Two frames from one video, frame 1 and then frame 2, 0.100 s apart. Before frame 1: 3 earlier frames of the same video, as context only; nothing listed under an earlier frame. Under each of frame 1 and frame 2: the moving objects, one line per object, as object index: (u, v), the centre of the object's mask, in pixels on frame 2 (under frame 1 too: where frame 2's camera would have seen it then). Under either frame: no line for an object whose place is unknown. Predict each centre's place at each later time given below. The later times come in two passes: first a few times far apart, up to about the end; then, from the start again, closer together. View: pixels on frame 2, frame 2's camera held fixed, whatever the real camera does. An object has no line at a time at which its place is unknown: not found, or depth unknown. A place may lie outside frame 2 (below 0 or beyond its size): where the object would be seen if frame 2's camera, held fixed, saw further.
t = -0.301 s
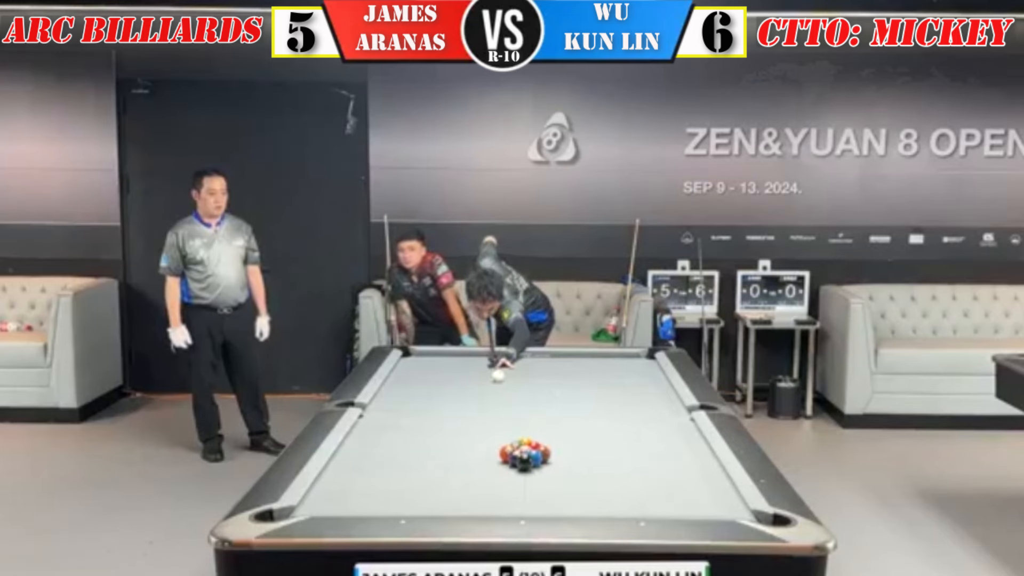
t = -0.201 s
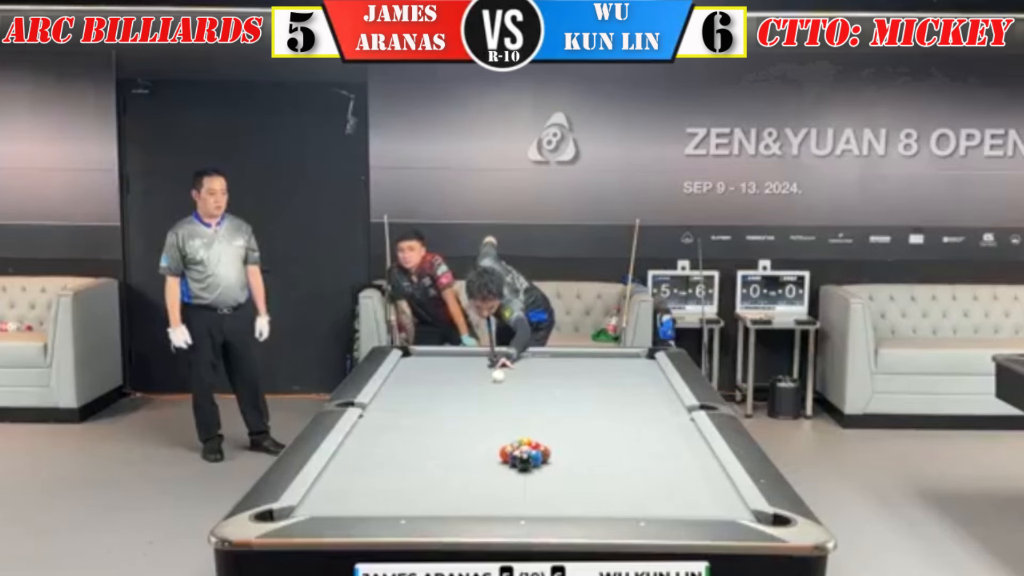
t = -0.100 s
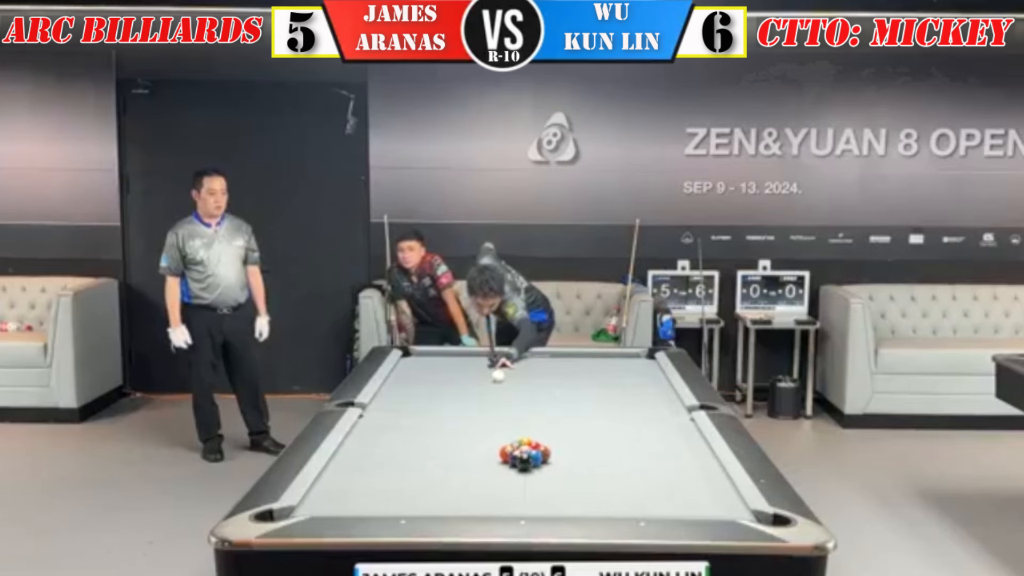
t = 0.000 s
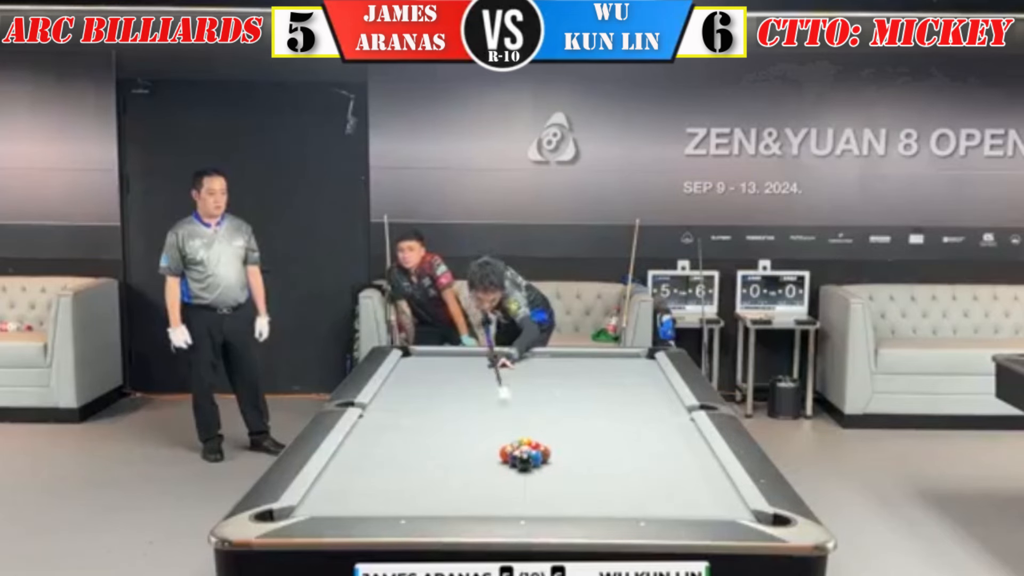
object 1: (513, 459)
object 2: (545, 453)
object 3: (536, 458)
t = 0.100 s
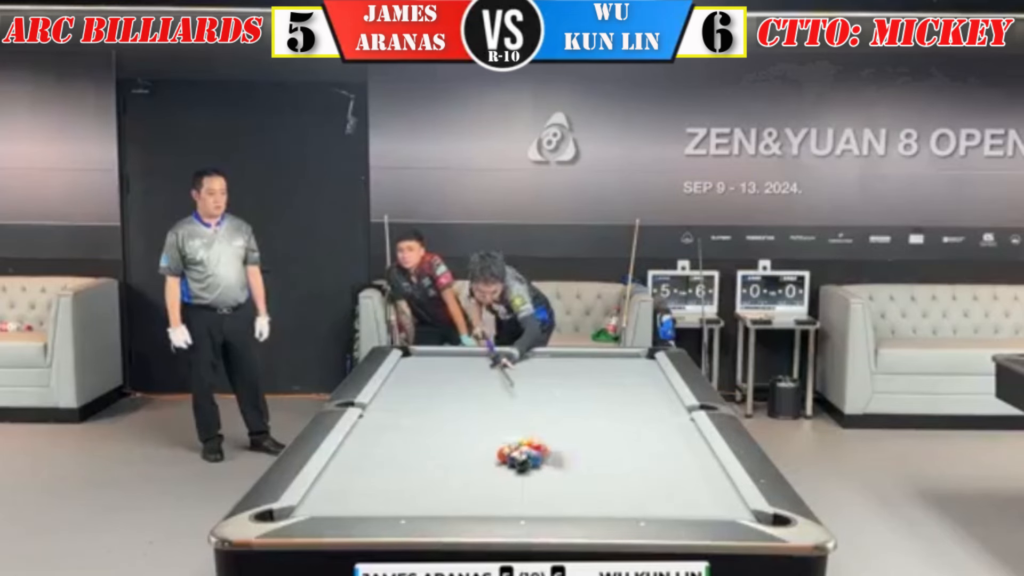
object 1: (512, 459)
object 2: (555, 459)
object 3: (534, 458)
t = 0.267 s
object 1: (482, 475)
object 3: (538, 465)
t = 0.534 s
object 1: (447, 487)
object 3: (548, 476)
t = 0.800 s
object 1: (445, 475)
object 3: (556, 487)
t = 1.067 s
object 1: (440, 467)
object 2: (387, 483)
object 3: (565, 498)
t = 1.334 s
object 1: (436, 460)
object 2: (463, 464)
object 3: (573, 506)
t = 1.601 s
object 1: (432, 453)
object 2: (534, 452)
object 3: (579, 508)
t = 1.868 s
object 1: (428, 448)
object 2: (601, 442)
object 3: (581, 505)
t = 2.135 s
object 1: (425, 443)
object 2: (665, 435)
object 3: (584, 501)
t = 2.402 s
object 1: (422, 440)
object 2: (672, 429)
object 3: (586, 497)
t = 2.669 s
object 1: (420, 435)
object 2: (643, 427)
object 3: (588, 494)
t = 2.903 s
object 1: (418, 433)
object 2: (618, 425)
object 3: (588, 491)
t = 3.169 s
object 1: (417, 430)
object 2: (593, 423)
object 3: (590, 490)
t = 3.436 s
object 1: (416, 428)
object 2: (569, 421)
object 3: (591, 488)
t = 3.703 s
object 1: (415, 426)
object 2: (548, 420)
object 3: (592, 487)
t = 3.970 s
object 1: (414, 426)
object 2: (527, 418)
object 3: (592, 487)
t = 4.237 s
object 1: (414, 425)
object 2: (509, 417)
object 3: (592, 487)
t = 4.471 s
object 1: (413, 425)
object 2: (495, 415)
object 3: (592, 487)
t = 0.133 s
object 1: (507, 458)
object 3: (535, 461)
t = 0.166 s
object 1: (501, 461)
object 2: (637, 474)
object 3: (536, 463)
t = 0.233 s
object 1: (488, 471)
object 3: (537, 464)
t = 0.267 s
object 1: (482, 475)
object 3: (538, 465)
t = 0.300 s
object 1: (476, 478)
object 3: (540, 467)
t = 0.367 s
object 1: (464, 483)
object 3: (542, 470)
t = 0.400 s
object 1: (459, 486)
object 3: (544, 471)
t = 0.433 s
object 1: (453, 488)
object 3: (544, 472)
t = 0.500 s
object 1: (446, 490)
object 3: (546, 475)
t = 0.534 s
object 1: (447, 487)
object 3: (548, 476)
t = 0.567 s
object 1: (448, 485)
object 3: (549, 478)
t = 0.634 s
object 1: (448, 481)
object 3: (551, 480)
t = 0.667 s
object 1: (448, 479)
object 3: (552, 482)
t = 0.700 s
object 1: (447, 478)
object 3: (553, 483)
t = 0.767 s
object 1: (446, 476)
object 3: (555, 487)
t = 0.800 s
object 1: (445, 475)
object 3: (556, 487)
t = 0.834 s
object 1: (445, 474)
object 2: (336, 502)
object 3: (557, 489)
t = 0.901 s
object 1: (443, 472)
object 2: (318, 498)
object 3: (559, 491)
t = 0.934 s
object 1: (443, 470)
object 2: (333, 495)
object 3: (560, 493)
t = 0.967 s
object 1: (442, 469)
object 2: (348, 492)
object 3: (561, 494)
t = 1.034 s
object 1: (441, 468)
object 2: (375, 486)
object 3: (563, 497)
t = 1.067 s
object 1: (440, 467)
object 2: (387, 483)
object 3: (565, 498)
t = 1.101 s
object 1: (440, 466)
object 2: (398, 481)
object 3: (565, 499)
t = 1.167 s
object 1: (439, 464)
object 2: (417, 477)
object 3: (568, 502)
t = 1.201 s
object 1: (439, 462)
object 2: (425, 473)
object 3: (569, 503)
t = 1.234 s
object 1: (439, 458)
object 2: (436, 471)
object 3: (570, 504)
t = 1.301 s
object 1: (436, 460)
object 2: (454, 467)
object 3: (572, 506)
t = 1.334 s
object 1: (436, 460)
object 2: (463, 464)
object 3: (573, 506)
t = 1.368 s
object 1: (435, 459)
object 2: (472, 462)
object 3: (574, 507)
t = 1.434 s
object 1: (435, 457)
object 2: (489, 458)
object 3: (577, 508)
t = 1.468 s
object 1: (434, 457)
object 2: (497, 456)
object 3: (577, 509)
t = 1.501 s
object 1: (434, 455)
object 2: (507, 454)
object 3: (578, 509)
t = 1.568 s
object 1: (432, 454)
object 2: (524, 452)
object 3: (579, 508)
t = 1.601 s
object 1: (432, 453)
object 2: (534, 452)
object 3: (579, 508)
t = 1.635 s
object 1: (431, 453)
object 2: (542, 451)
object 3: (579, 508)
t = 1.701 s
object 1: (430, 451)
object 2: (560, 447)
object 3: (580, 507)
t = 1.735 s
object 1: (430, 451)
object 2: (568, 447)
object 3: (580, 506)
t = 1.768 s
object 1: (430, 450)
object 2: (577, 445)
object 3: (581, 506)
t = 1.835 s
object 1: (429, 448)
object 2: (593, 443)
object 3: (581, 505)
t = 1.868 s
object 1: (428, 448)
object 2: (601, 442)
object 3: (581, 505)
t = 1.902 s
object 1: (428, 447)
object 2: (610, 440)
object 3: (582, 504)
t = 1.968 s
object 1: (427, 446)
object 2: (625, 438)
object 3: (583, 504)
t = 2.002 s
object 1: (427, 446)
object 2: (633, 437)
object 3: (583, 503)
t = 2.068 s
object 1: (426, 445)
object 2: (649, 437)
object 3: (584, 503)
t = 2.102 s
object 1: (425, 444)
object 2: (657, 436)
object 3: (584, 502)
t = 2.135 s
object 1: (425, 443)
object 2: (665, 435)
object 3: (584, 501)
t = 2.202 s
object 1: (424, 442)
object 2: (679, 433)
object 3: (585, 500)
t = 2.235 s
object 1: (424, 442)
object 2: (687, 432)
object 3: (585, 500)
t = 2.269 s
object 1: (424, 441)
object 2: (693, 431)
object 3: (585, 499)
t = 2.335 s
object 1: (423, 440)
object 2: (681, 430)
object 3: (586, 498)
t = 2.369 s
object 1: (423, 440)
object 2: (676, 430)
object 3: (586, 498)
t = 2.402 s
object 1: (422, 440)
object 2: (672, 429)
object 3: (586, 497)
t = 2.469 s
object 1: (422, 438)
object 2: (665, 428)
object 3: (586, 497)
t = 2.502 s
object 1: (421, 438)
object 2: (661, 428)
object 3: (587, 496)
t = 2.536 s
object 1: (421, 437)
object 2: (657, 428)
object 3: (587, 496)
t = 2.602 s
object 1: (420, 436)
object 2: (650, 428)
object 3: (587, 495)
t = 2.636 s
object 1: (420, 436)
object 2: (646, 427)
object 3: (588, 494)
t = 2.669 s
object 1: (420, 435)
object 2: (643, 427)
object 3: (588, 494)
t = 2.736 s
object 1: (419, 435)
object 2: (636, 426)
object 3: (588, 493)
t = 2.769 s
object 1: (419, 435)
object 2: (632, 426)
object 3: (588, 493)
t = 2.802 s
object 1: (419, 434)
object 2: (629, 425)
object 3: (588, 492)
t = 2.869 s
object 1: (418, 433)
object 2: (622, 425)
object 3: (588, 491)
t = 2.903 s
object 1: (418, 433)
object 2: (618, 425)
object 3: (588, 491)
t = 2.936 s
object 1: (418, 433)
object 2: (615, 424)
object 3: (588, 491)
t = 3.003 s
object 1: (417, 431)
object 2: (609, 423)
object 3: (589, 490)
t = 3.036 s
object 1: (417, 431)
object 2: (605, 423)
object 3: (589, 490)
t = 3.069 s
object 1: (417, 431)
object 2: (602, 423)
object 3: (589, 490)
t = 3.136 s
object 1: (417, 430)
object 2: (596, 423)
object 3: (590, 490)
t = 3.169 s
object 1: (417, 430)
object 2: (593, 423)
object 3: (590, 490)
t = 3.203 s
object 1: (417, 430)
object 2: (590, 422)
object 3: (590, 489)
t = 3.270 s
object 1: (416, 429)
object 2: (584, 422)
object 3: (591, 489)
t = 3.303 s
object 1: (416, 429)
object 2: (581, 422)
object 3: (591, 489)
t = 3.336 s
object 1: (416, 429)
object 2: (578, 421)
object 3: (591, 489)
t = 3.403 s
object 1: (416, 428)
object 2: (572, 421)
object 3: (591, 488)
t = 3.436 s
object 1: (416, 428)
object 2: (569, 421)
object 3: (591, 488)
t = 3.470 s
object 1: (416, 428)
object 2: (567, 421)
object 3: (591, 488)
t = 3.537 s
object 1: (415, 427)
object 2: (561, 420)
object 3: (592, 488)
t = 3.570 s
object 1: (415, 427)
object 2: (558, 420)
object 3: (592, 487)
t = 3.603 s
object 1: (415, 427)
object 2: (555, 420)
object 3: (592, 487)
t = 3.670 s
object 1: (415, 427)
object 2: (550, 420)
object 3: (592, 487)
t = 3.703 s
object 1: (415, 426)
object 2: (548, 420)
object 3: (592, 487)
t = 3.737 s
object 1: (415, 426)
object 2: (545, 419)
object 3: (593, 487)
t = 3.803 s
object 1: (415, 426)
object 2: (540, 419)
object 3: (593, 487)
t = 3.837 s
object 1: (415, 426)
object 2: (537, 419)
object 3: (592, 487)
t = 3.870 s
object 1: (414, 426)
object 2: (535, 419)
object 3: (592, 487)
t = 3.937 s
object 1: (414, 425)
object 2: (530, 418)
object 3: (592, 487)
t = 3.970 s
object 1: (414, 426)
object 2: (527, 418)
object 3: (592, 487)
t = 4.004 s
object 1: (414, 425)
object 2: (525, 418)
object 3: (592, 487)
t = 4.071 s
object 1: (414, 425)
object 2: (520, 417)
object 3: (592, 487)
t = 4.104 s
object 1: (414, 425)
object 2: (518, 417)
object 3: (592, 487)
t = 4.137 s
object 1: (414, 425)
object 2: (516, 417)
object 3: (592, 487)
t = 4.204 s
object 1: (414, 425)
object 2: (511, 417)
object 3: (592, 487)
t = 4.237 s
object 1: (414, 425)
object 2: (509, 417)
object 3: (592, 487)
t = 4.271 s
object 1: (414, 425)
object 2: (507, 417)
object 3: (592, 487)
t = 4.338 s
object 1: (414, 425)
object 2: (503, 416)
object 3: (592, 487)
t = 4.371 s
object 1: (414, 425)
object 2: (500, 416)
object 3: (592, 487)
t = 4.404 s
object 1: (414, 424)
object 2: (499, 416)
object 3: (592, 487)
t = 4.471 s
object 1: (413, 425)
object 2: (495, 415)
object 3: (592, 487)
